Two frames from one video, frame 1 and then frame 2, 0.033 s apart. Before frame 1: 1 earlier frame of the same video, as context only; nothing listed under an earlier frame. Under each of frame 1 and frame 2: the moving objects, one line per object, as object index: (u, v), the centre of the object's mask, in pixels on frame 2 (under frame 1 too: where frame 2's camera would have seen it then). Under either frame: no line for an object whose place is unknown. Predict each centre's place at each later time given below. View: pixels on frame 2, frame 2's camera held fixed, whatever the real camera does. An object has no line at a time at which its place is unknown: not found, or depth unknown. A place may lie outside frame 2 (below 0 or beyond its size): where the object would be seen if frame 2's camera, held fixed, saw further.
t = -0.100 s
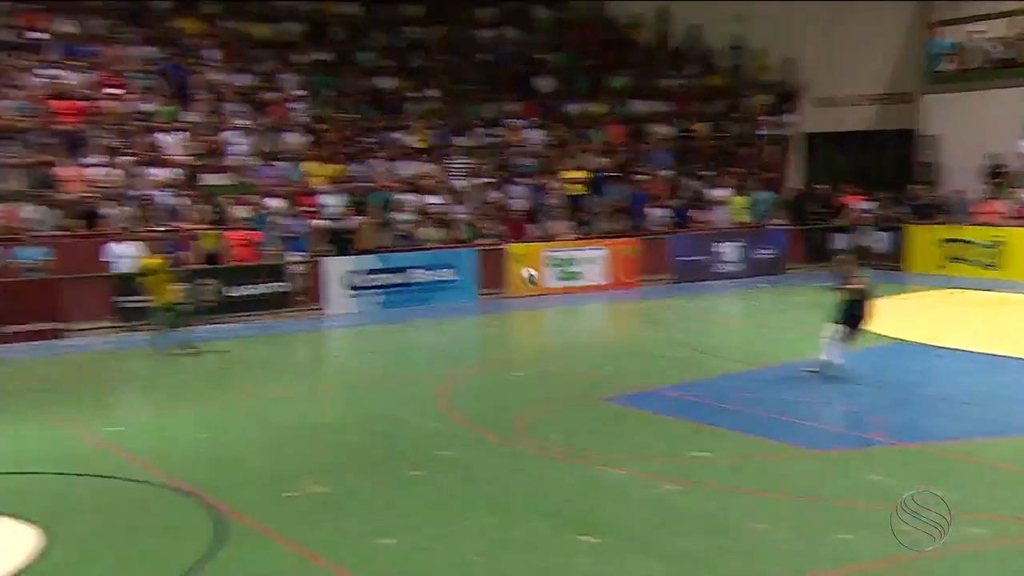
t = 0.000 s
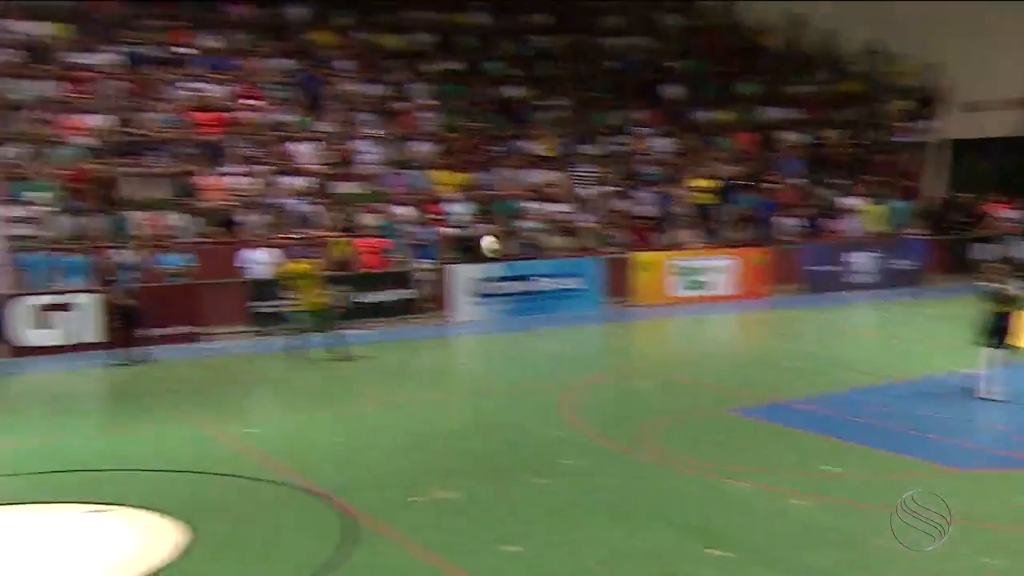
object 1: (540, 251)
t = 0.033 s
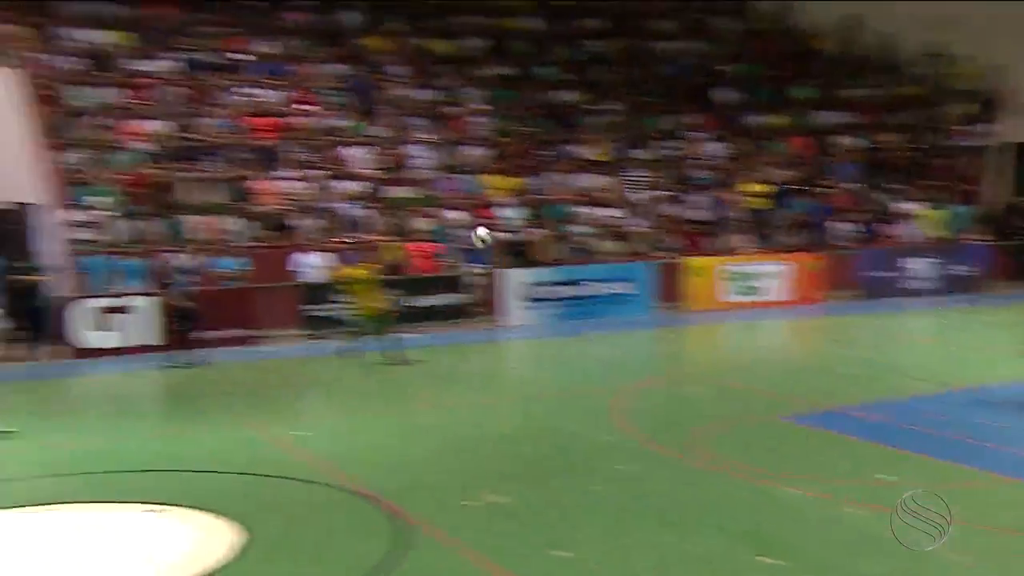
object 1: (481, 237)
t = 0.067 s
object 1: (420, 223)
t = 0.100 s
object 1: (357, 210)
